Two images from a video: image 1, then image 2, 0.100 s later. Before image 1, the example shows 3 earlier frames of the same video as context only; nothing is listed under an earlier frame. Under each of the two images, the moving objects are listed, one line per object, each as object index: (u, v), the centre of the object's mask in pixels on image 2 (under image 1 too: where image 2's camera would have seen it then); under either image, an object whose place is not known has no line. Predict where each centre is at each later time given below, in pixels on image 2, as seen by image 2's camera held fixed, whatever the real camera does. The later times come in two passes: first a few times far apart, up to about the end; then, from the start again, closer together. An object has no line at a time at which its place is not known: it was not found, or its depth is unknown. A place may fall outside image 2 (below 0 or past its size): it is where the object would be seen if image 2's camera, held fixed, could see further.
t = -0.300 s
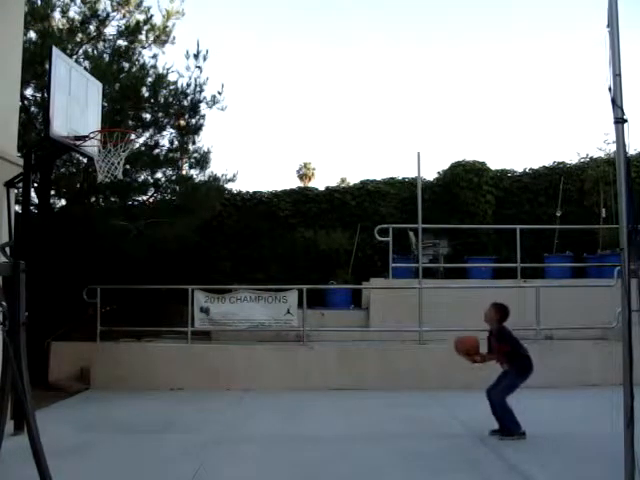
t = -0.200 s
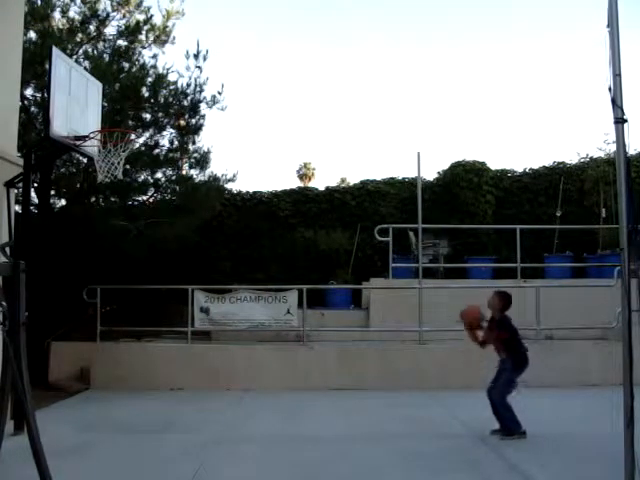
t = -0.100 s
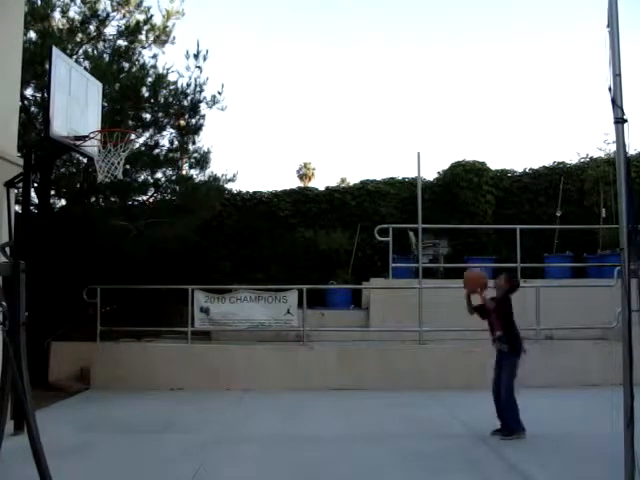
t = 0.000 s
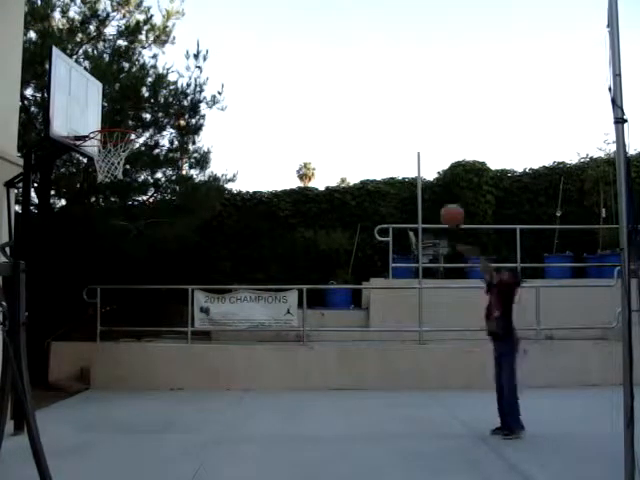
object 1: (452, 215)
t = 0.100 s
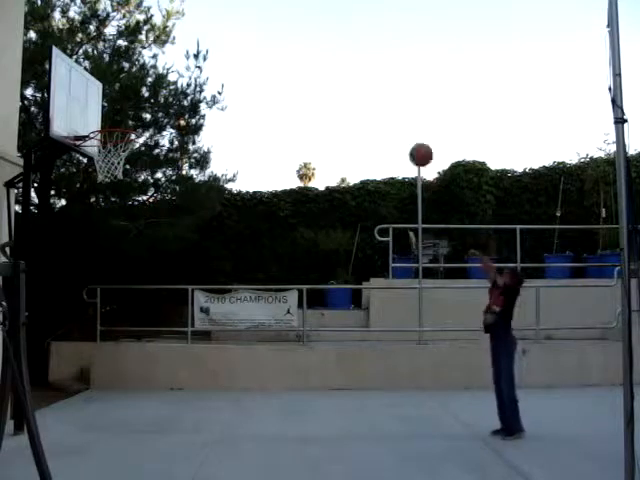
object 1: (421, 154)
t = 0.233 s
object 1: (380, 90)
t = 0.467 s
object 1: (310, 24)
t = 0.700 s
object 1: (242, 11)
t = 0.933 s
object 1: (175, 50)
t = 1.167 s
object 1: (105, 136)
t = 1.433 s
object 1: (93, 175)
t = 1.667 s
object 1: (96, 245)
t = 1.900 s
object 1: (98, 361)
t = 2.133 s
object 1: (108, 345)
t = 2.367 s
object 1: (126, 275)
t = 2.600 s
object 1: (140, 253)
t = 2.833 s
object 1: (155, 279)
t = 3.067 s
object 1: (169, 357)
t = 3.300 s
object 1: (180, 367)
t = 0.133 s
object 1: (410, 137)
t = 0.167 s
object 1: (400, 120)
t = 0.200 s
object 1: (390, 104)
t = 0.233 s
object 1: (380, 90)
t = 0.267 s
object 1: (370, 77)
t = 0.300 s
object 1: (360, 65)
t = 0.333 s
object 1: (350, 55)
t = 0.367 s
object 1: (340, 46)
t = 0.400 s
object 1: (330, 37)
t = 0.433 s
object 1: (320, 30)
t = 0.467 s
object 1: (310, 24)
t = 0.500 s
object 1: (301, 19)
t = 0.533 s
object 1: (291, 15)
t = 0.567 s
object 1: (281, 12)
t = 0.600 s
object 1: (271, 11)
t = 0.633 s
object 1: (262, 10)
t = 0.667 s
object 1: (252, 10)
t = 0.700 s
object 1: (242, 11)
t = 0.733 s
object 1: (233, 13)
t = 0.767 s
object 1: (223, 17)
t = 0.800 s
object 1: (214, 21)
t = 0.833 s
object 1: (204, 27)
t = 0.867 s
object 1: (194, 34)
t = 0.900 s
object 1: (185, 42)
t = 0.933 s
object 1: (175, 50)
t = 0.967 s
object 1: (165, 60)
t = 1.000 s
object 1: (155, 71)
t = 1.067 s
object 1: (136, 98)
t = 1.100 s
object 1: (127, 111)
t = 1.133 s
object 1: (116, 122)
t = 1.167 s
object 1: (105, 136)
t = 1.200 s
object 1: (100, 152)
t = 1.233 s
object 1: (92, 158)
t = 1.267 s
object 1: (92, 158)
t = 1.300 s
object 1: (89, 161)
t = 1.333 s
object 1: (88, 164)
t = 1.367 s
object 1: (93, 165)
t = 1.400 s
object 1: (92, 171)
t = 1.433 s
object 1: (93, 175)
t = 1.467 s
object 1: (95, 183)
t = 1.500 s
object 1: (95, 192)
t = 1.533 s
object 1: (96, 199)
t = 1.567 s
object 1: (96, 209)
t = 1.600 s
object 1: (96, 220)
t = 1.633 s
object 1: (97, 233)
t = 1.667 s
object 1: (96, 245)
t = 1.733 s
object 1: (97, 274)
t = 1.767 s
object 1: (97, 290)
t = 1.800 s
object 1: (97, 305)
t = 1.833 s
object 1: (97, 323)
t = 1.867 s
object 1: (98, 340)
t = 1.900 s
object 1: (98, 361)
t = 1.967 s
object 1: (98, 400)
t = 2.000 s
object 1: (99, 412)
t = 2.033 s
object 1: (102, 394)
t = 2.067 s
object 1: (103, 377)
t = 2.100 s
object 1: (104, 362)
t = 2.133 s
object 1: (108, 345)
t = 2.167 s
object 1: (112, 332)
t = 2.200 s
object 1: (114, 321)
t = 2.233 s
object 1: (115, 309)
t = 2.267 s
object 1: (119, 299)
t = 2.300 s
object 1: (121, 290)
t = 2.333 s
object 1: (123, 281)
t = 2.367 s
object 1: (126, 275)
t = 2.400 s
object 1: (128, 269)
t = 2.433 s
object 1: (130, 263)
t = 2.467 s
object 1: (131, 260)
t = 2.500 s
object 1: (135, 256)
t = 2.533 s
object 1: (137, 254)
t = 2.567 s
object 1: (138, 253)
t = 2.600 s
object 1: (140, 253)
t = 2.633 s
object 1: (143, 254)
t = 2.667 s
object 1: (145, 255)
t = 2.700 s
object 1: (147, 258)
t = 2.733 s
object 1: (149, 262)
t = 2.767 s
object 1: (152, 267)
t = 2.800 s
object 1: (154, 273)
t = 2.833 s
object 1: (155, 279)
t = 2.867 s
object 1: (157, 288)
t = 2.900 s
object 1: (159, 297)
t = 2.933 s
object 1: (162, 306)
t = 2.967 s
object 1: (164, 315)
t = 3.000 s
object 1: (167, 326)
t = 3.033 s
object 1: (167, 340)
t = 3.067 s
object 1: (169, 357)
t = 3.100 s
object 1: (170, 370)
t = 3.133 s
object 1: (172, 385)
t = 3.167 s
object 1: (174, 401)
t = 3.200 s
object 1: (176, 404)
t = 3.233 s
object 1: (177, 393)
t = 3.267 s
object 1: (179, 379)
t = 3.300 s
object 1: (180, 367)
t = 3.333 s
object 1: (181, 358)
